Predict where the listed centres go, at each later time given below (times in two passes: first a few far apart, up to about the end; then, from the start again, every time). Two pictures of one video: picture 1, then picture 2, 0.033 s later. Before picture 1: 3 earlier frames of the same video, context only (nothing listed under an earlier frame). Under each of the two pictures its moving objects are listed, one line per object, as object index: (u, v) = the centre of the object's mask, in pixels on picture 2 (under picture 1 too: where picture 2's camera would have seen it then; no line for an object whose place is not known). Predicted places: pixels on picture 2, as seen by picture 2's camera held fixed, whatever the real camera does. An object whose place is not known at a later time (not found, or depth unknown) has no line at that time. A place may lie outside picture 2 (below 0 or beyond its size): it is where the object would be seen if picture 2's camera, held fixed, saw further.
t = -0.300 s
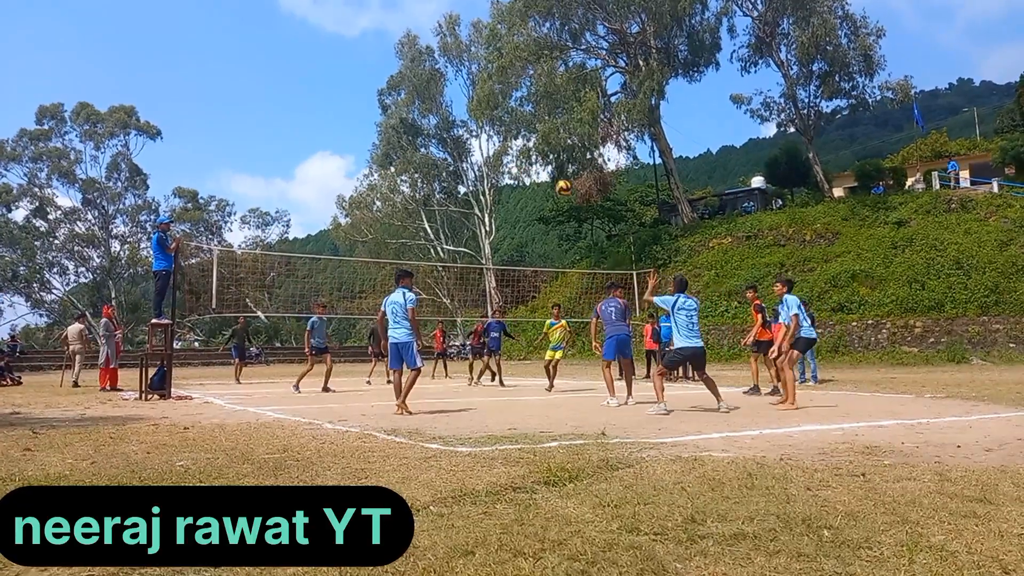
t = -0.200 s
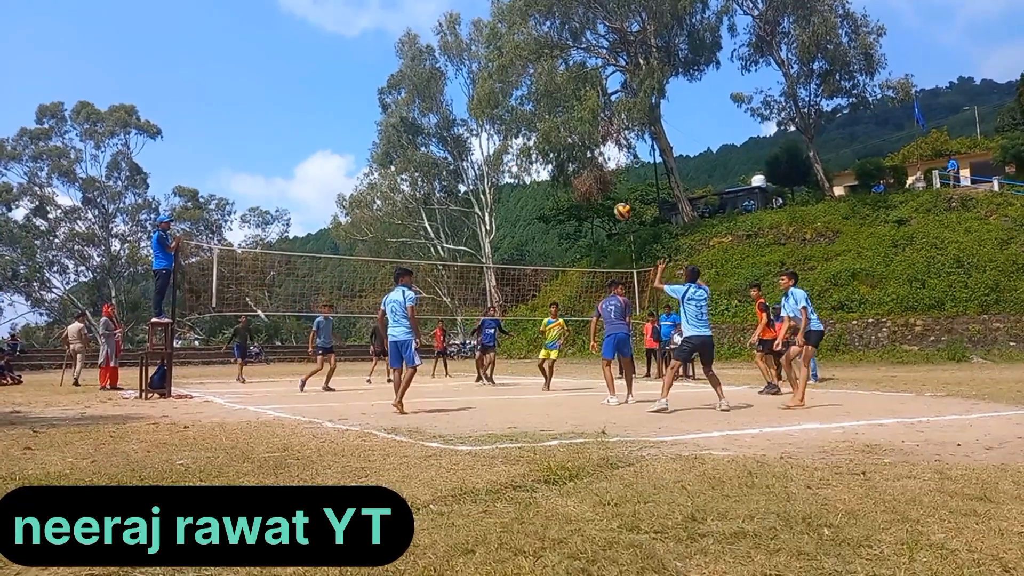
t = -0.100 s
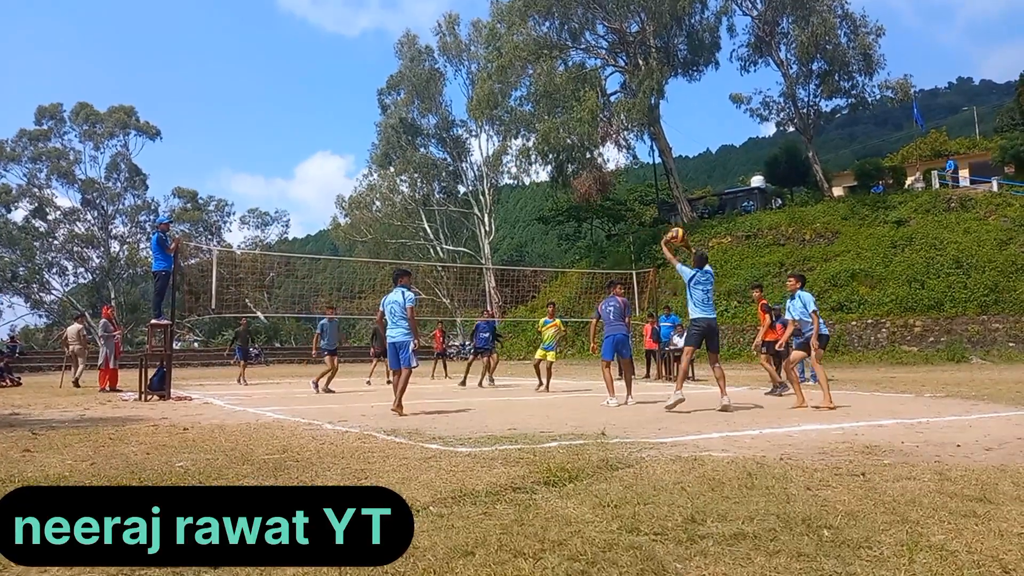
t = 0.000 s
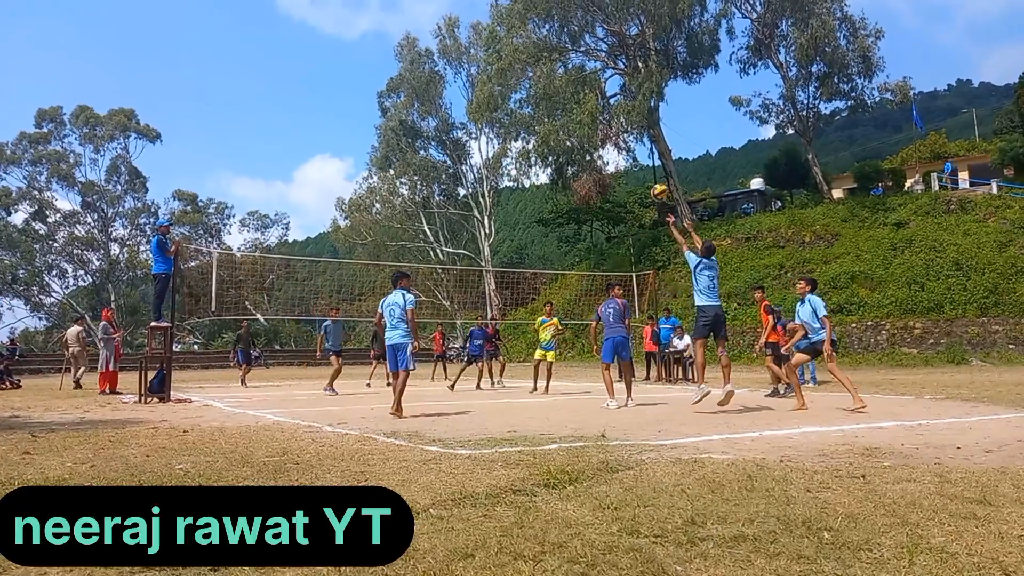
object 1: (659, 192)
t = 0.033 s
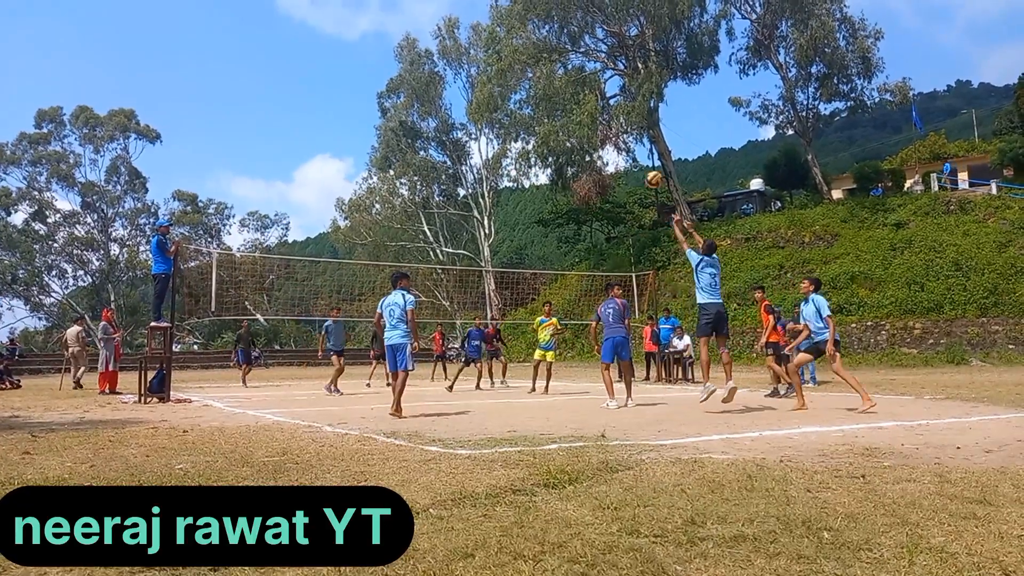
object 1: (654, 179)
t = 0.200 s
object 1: (630, 132)
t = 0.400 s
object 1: (605, 106)
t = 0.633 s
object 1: (581, 114)
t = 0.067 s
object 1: (648, 168)
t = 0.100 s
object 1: (643, 157)
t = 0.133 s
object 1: (638, 148)
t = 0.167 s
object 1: (635, 140)
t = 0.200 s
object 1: (630, 132)
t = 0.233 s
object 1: (625, 125)
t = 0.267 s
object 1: (620, 120)
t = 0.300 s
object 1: (616, 115)
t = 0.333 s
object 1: (612, 112)
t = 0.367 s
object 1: (608, 109)
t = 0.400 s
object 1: (605, 106)
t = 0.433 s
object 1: (601, 104)
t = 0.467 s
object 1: (597, 105)
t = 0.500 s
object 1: (593, 105)
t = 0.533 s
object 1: (590, 107)
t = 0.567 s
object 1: (587, 108)
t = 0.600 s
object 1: (584, 111)
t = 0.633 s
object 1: (581, 114)
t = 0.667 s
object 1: (578, 118)
